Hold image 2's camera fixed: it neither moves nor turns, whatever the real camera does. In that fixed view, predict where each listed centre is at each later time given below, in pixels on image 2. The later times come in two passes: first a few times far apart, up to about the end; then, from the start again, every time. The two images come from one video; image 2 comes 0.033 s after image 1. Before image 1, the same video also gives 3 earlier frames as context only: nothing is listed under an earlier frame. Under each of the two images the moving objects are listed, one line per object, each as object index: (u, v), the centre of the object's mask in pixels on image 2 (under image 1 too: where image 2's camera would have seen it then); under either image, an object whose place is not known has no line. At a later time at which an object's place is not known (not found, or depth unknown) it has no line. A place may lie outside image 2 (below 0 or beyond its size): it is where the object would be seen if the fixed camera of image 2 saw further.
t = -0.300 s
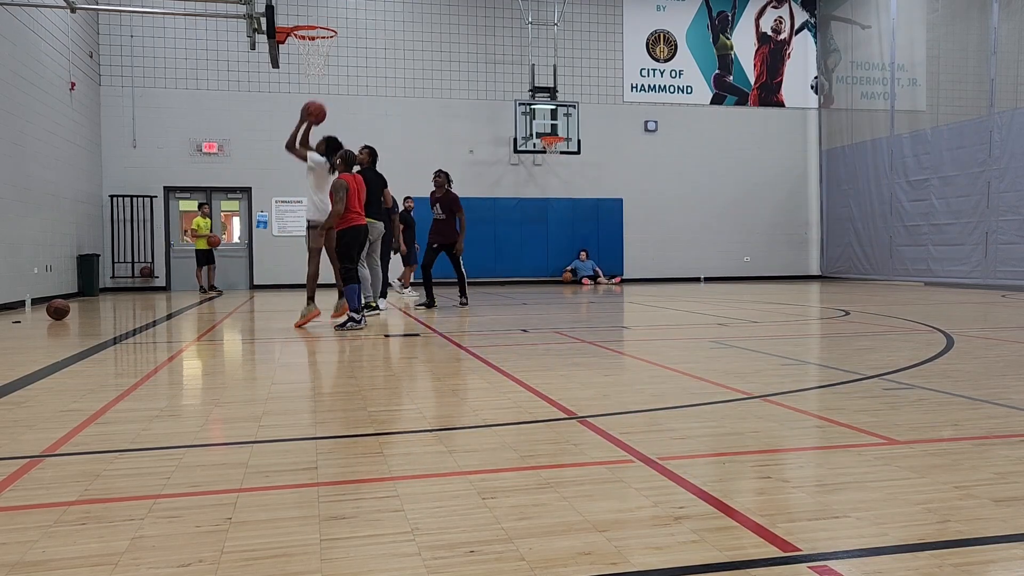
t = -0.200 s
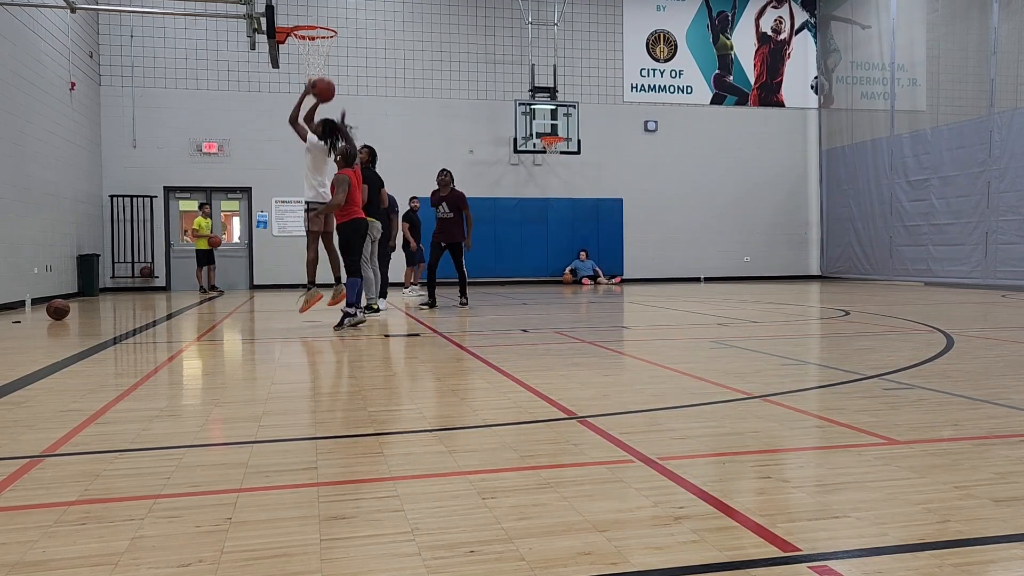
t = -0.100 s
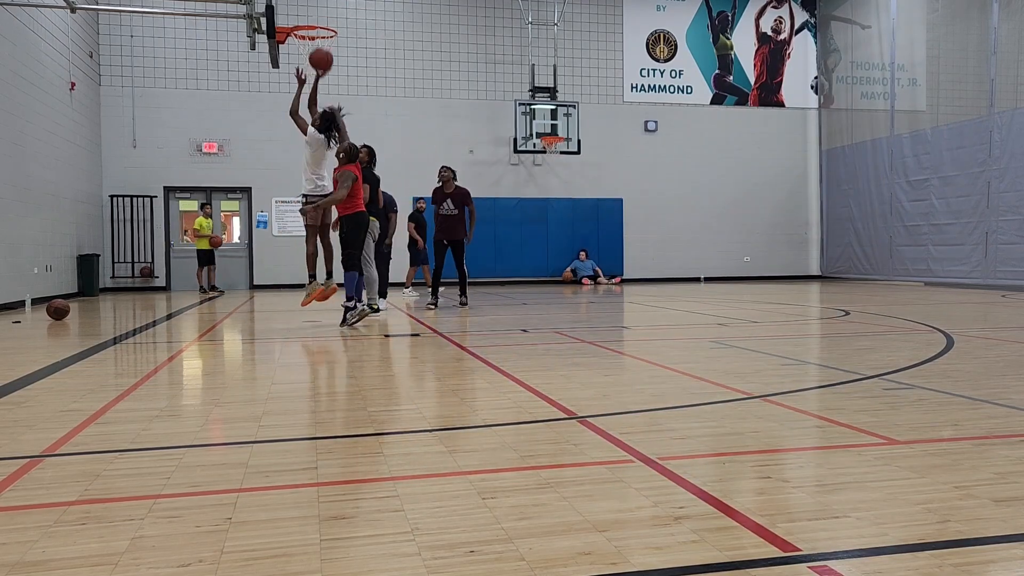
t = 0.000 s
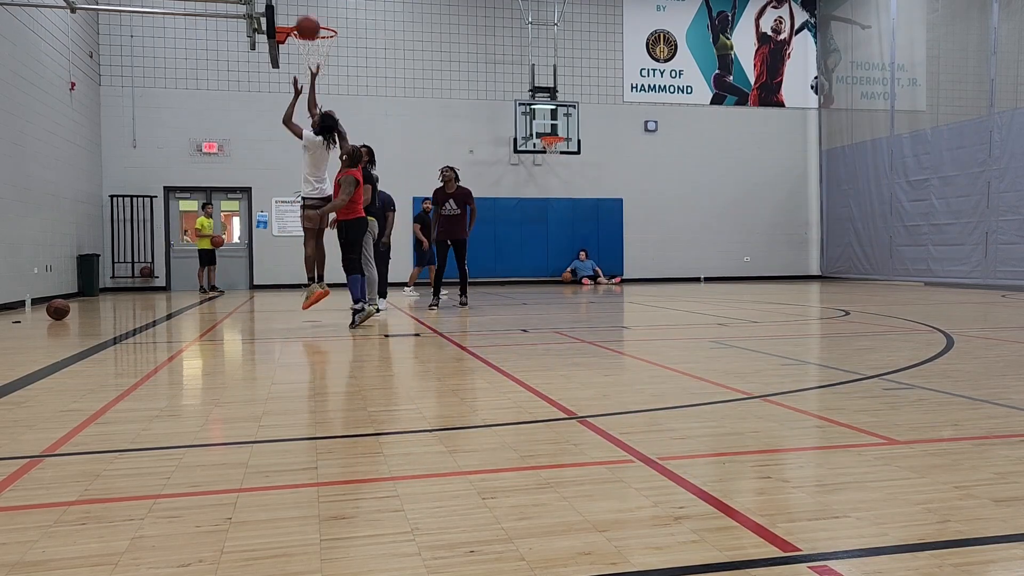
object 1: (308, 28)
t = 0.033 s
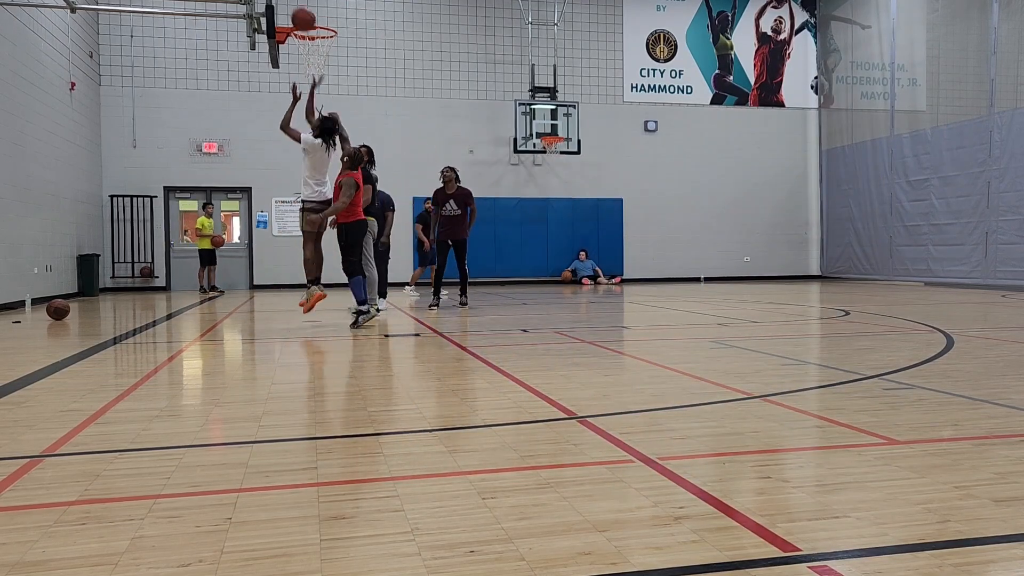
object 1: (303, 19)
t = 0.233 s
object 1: (292, 4)
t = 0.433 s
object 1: (313, 25)
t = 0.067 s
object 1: (299, 12)
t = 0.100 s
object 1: (294, 8)
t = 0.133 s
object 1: (290, 6)
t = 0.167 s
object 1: (286, 4)
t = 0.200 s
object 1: (288, 4)
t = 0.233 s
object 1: (292, 4)
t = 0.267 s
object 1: (295, 5)
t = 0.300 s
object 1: (298, 7)
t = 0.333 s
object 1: (302, 9)
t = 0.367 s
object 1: (305, 13)
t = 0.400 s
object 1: (308, 17)
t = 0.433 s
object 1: (313, 25)
